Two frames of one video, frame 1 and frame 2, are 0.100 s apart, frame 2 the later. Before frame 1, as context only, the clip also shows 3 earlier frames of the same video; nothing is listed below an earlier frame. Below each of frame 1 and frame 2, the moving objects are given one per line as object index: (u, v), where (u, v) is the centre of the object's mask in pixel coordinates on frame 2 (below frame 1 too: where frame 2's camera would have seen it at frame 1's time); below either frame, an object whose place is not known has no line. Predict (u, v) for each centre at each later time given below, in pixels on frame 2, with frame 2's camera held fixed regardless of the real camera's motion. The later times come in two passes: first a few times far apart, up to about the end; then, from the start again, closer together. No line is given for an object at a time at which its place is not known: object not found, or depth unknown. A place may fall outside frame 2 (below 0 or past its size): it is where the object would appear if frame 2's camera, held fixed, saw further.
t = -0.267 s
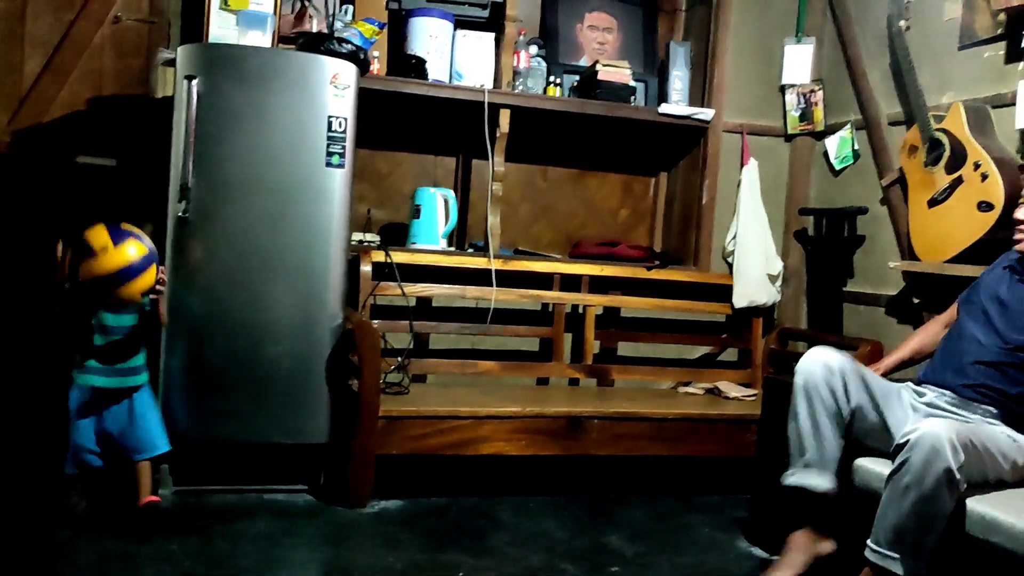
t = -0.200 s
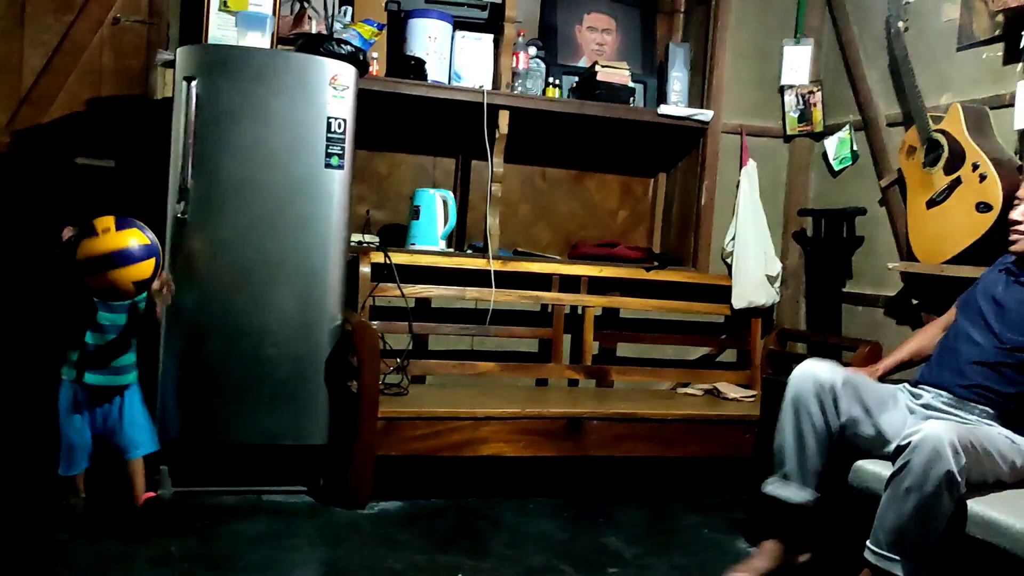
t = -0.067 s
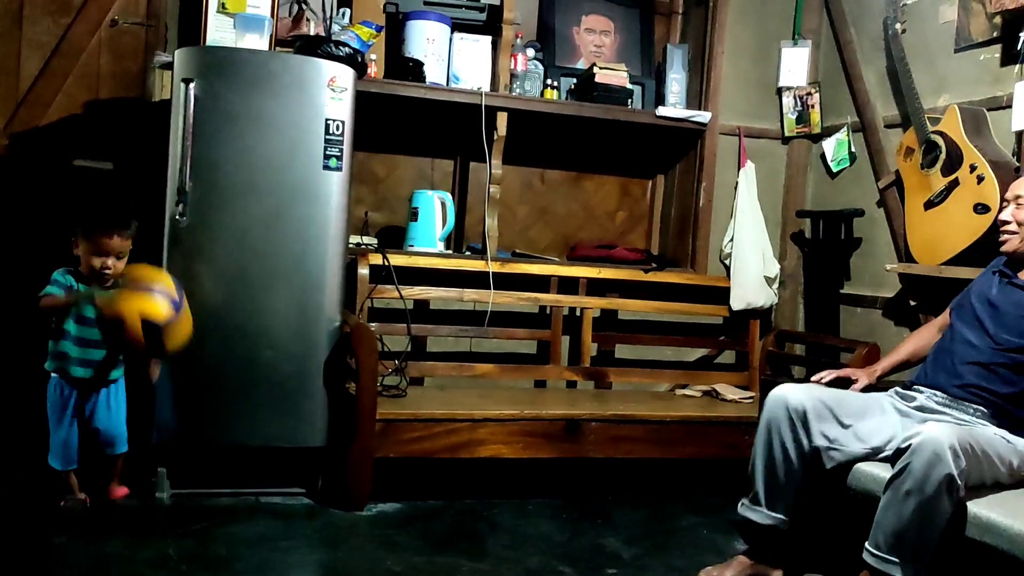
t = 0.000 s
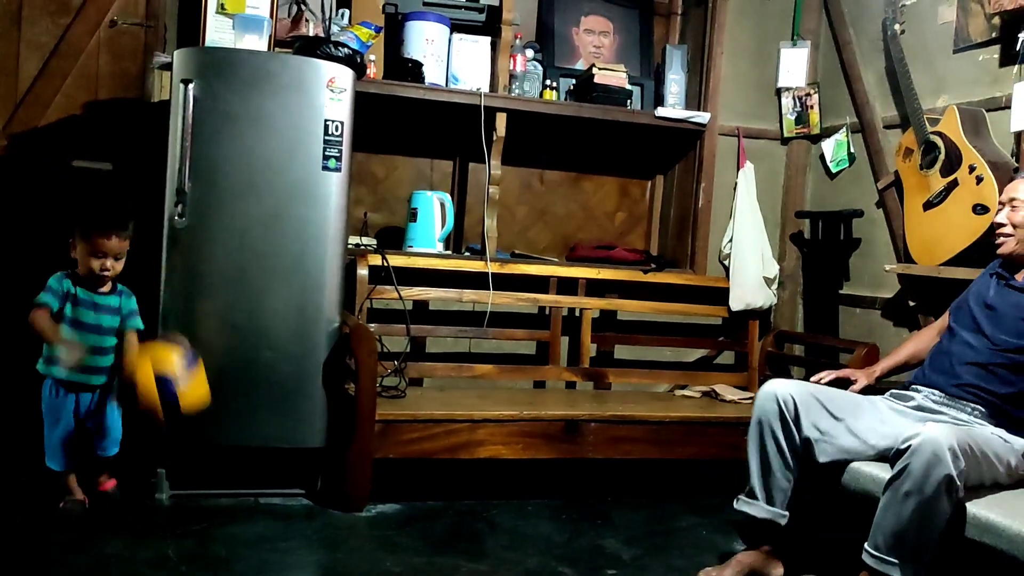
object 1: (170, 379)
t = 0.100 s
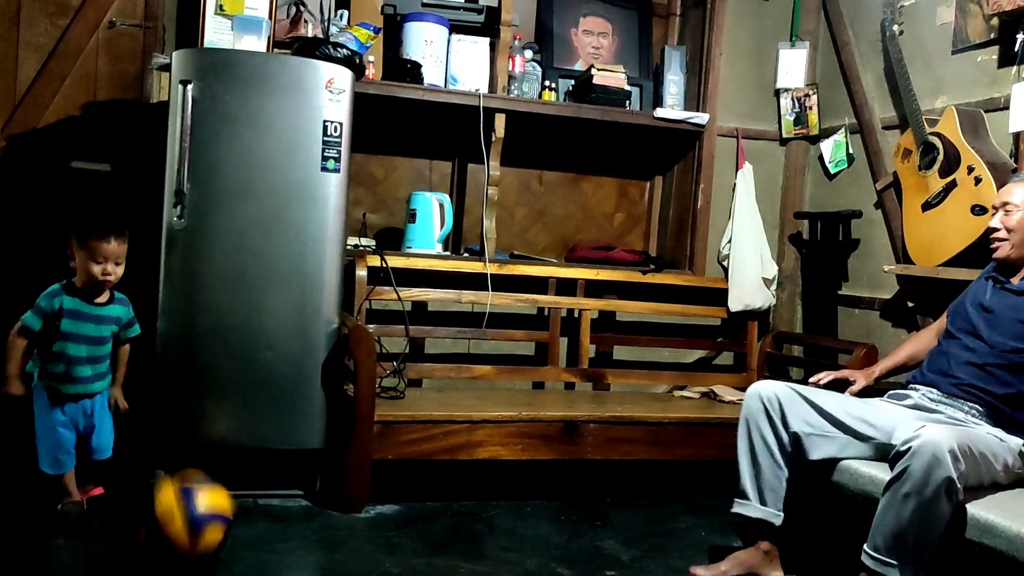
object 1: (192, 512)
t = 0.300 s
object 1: (244, 358)
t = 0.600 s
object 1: (306, 395)
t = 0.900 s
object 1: (366, 405)
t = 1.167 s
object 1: (411, 441)
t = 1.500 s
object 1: (466, 434)
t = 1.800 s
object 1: (514, 452)
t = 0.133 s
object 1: (205, 480)
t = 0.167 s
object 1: (218, 445)
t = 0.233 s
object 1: (231, 390)
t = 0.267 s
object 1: (238, 371)
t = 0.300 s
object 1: (244, 358)
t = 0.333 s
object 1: (253, 344)
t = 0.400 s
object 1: (267, 332)
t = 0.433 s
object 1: (274, 332)
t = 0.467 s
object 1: (282, 336)
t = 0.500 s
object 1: (289, 345)
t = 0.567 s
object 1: (301, 374)
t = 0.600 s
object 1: (306, 395)
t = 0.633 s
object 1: (312, 416)
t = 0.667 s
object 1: (317, 448)
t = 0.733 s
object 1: (328, 511)
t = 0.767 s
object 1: (336, 486)
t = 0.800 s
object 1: (342, 465)
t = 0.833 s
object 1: (351, 438)
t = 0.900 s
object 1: (366, 405)
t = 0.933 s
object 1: (375, 396)
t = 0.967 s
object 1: (382, 391)
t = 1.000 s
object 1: (387, 390)
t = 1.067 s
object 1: (396, 401)
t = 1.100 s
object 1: (400, 411)
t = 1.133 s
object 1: (406, 421)
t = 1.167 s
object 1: (411, 441)
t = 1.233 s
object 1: (422, 489)
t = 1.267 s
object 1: (426, 501)
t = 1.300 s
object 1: (434, 478)
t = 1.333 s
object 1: (441, 460)
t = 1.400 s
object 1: (451, 441)
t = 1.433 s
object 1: (455, 437)
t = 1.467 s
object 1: (461, 434)
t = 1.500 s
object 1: (466, 434)
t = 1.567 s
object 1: (477, 447)
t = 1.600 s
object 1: (484, 458)
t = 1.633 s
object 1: (487, 475)
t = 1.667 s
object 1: (492, 495)
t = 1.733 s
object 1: (504, 473)
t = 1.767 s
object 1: (508, 461)
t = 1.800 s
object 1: (514, 452)
